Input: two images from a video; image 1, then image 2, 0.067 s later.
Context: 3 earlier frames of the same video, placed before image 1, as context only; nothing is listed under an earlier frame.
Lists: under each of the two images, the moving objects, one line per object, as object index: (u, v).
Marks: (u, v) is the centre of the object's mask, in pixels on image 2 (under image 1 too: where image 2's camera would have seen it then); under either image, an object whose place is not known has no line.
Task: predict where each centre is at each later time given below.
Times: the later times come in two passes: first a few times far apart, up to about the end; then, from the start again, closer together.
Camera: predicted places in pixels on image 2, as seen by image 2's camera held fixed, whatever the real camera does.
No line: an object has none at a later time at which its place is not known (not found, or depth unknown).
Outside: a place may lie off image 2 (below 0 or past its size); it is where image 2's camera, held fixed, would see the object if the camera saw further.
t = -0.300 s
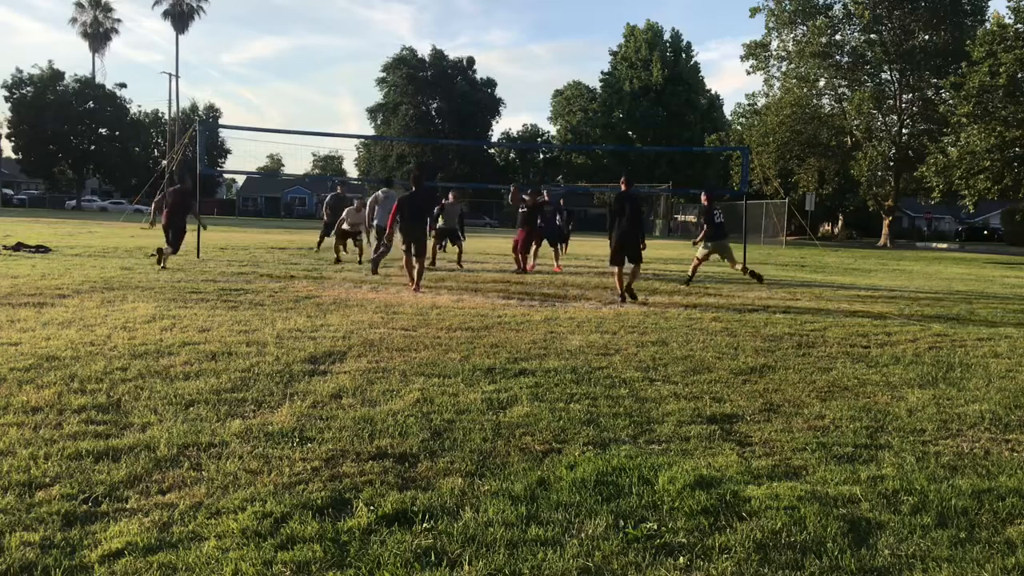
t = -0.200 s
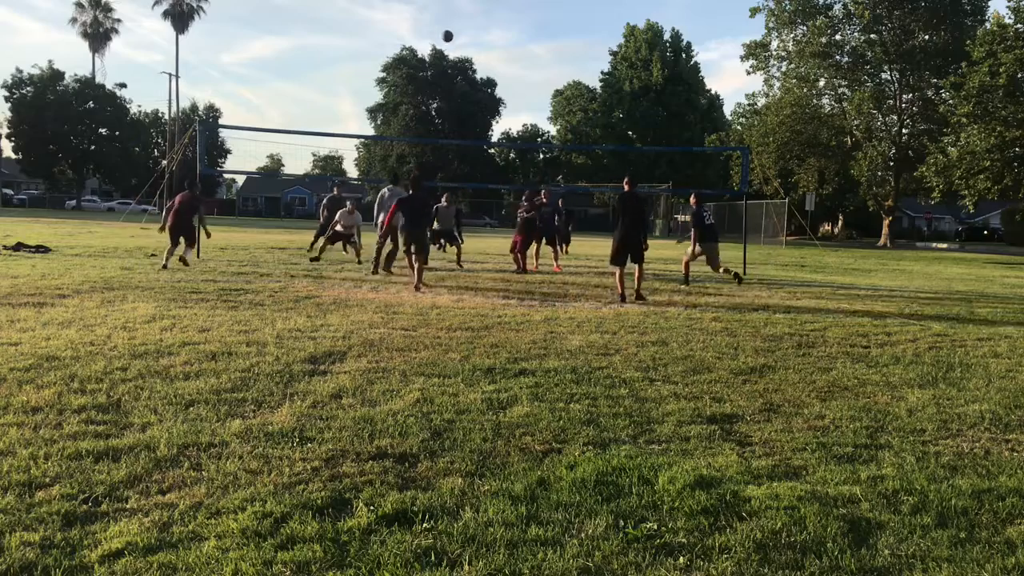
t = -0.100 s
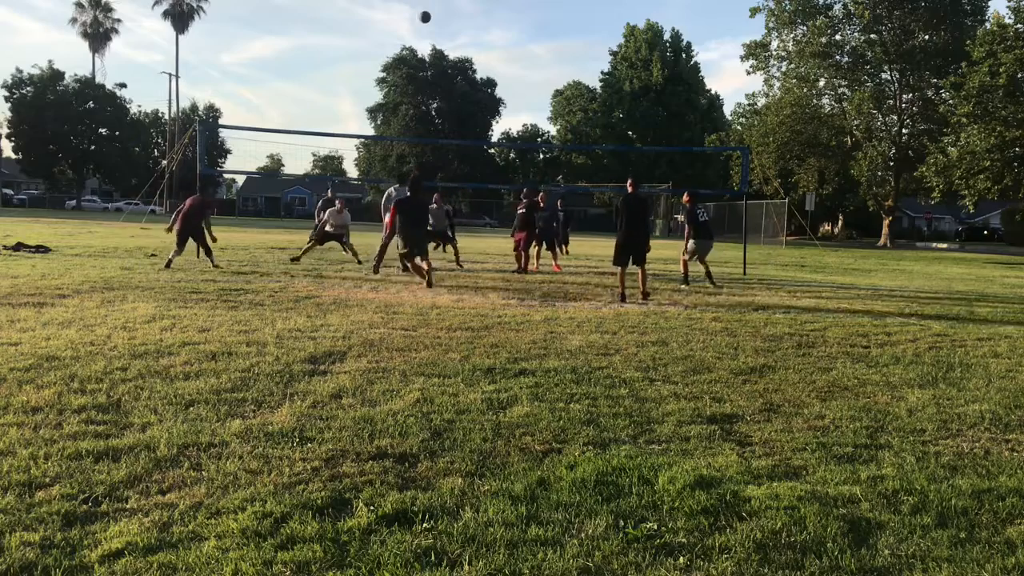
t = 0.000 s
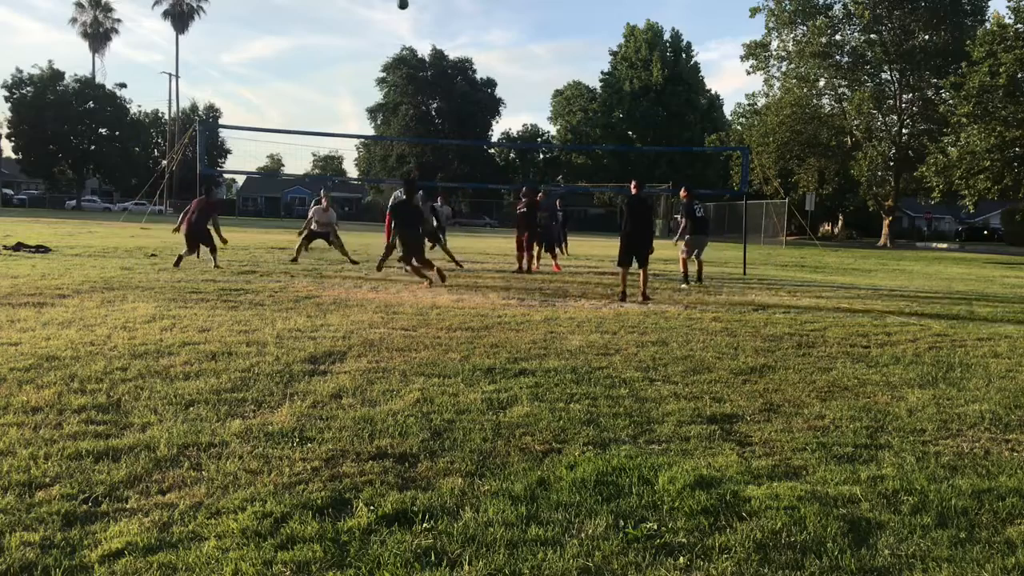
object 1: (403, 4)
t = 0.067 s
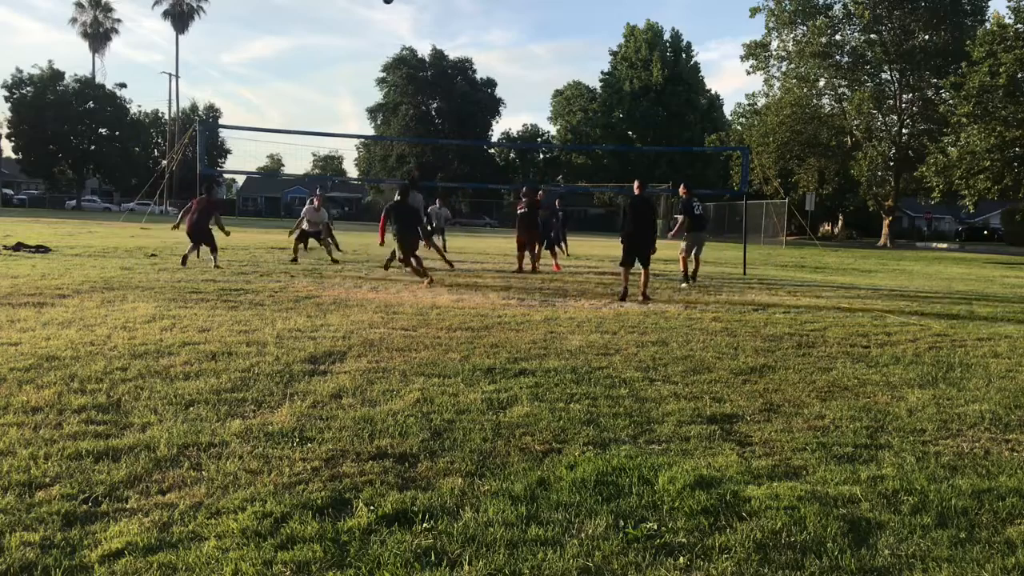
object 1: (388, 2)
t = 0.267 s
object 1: (343, 1)
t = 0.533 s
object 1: (284, 32)
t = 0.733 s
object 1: (241, 86)
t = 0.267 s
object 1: (343, 1)
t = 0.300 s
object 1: (335, 2)
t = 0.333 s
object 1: (328, 4)
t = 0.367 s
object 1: (320, 5)
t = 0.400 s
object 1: (313, 9)
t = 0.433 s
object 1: (306, 14)
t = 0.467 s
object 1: (298, 20)
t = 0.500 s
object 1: (291, 25)
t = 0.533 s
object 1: (284, 32)
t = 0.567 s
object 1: (277, 39)
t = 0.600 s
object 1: (269, 48)
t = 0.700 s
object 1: (247, 75)
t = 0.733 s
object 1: (241, 86)
